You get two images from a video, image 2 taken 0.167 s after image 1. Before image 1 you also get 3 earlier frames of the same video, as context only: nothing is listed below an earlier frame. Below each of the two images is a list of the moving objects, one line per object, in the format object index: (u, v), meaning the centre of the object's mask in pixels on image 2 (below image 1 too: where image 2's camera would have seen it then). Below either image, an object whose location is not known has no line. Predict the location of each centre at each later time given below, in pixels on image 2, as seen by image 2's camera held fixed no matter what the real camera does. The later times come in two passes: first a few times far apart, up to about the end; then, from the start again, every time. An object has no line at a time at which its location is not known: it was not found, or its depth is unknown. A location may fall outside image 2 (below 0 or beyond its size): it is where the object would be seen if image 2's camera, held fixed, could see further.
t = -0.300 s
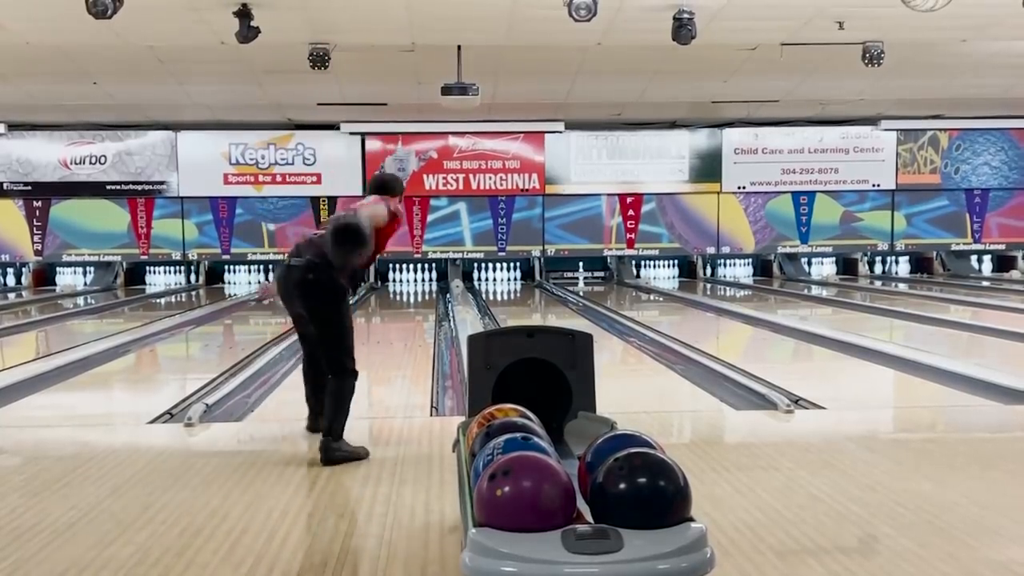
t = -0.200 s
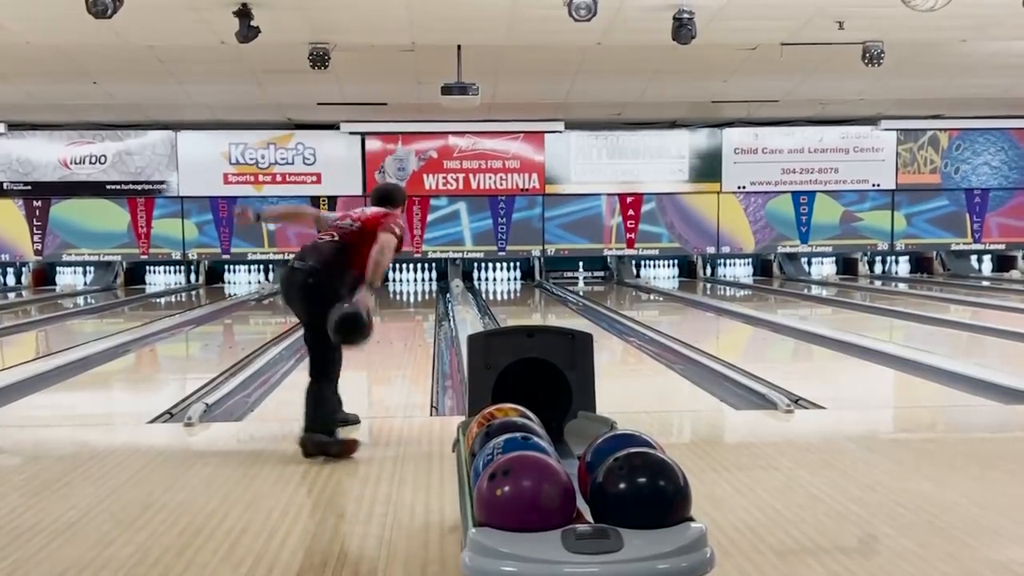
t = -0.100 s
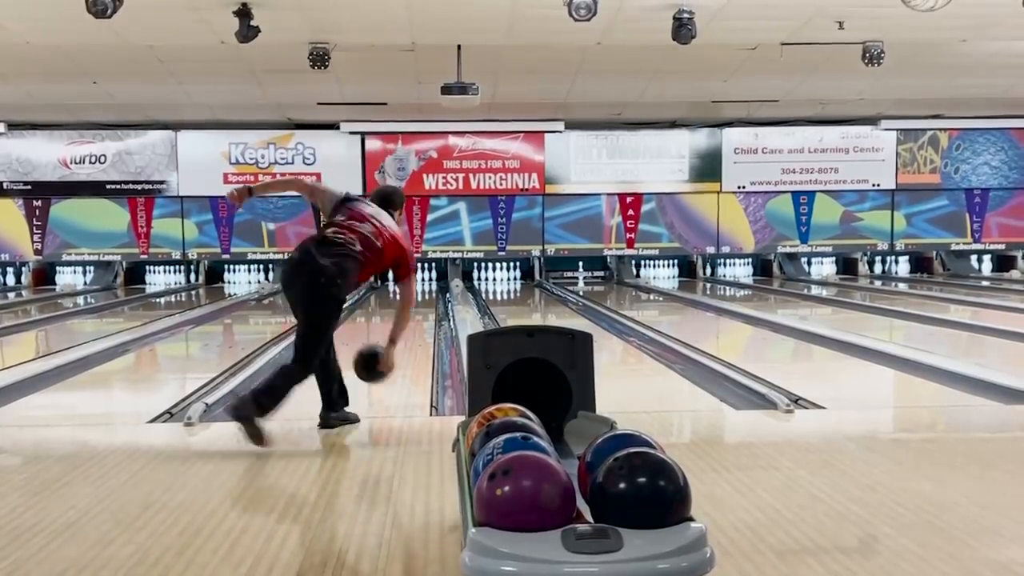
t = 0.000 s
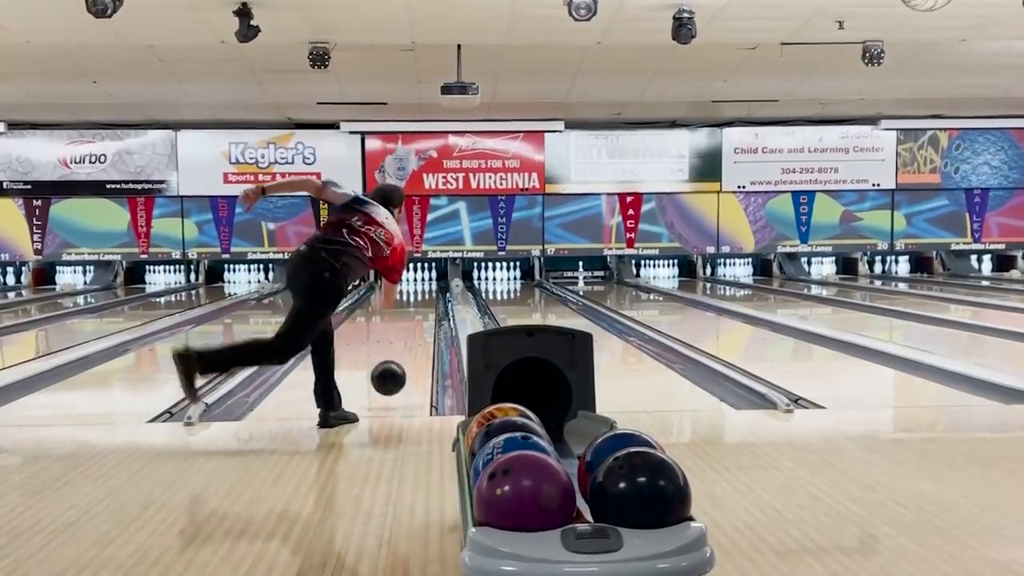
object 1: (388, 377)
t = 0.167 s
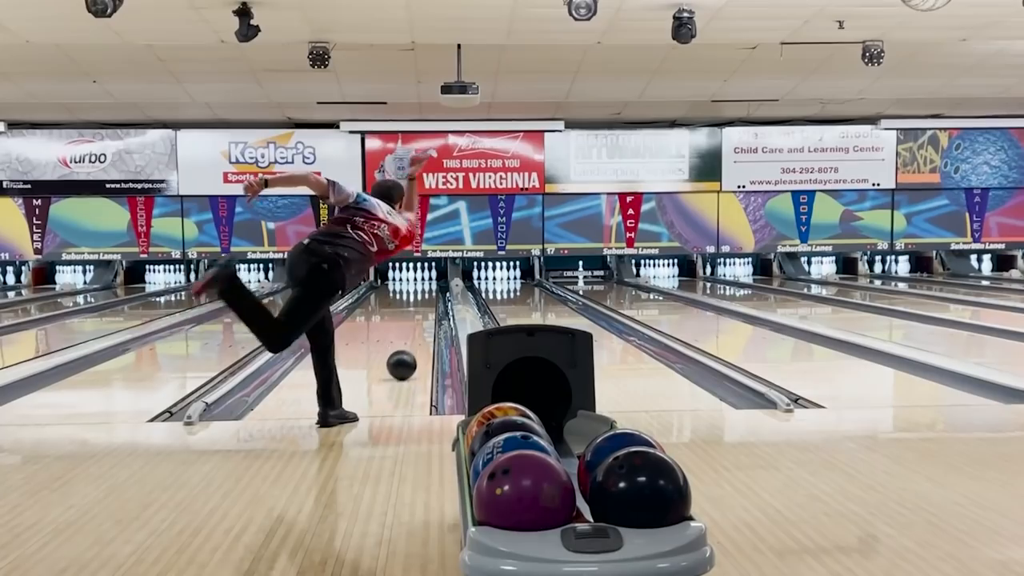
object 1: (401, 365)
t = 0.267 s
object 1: (407, 353)
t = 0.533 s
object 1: (418, 330)
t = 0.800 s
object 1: (422, 315)
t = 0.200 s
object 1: (403, 361)
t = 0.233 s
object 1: (405, 357)
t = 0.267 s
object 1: (407, 353)
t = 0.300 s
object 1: (409, 350)
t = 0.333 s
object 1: (410, 346)
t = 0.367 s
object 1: (412, 343)
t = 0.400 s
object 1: (413, 340)
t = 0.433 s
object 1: (414, 337)
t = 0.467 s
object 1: (414, 335)
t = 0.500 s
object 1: (425, 331)
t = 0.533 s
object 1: (418, 330)
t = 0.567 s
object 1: (418, 328)
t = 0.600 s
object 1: (419, 326)
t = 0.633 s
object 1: (420, 324)
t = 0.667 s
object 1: (420, 322)
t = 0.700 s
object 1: (421, 321)
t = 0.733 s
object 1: (422, 319)
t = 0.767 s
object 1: (422, 317)
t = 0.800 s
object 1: (422, 315)
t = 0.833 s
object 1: (423, 314)
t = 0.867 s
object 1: (423, 312)
